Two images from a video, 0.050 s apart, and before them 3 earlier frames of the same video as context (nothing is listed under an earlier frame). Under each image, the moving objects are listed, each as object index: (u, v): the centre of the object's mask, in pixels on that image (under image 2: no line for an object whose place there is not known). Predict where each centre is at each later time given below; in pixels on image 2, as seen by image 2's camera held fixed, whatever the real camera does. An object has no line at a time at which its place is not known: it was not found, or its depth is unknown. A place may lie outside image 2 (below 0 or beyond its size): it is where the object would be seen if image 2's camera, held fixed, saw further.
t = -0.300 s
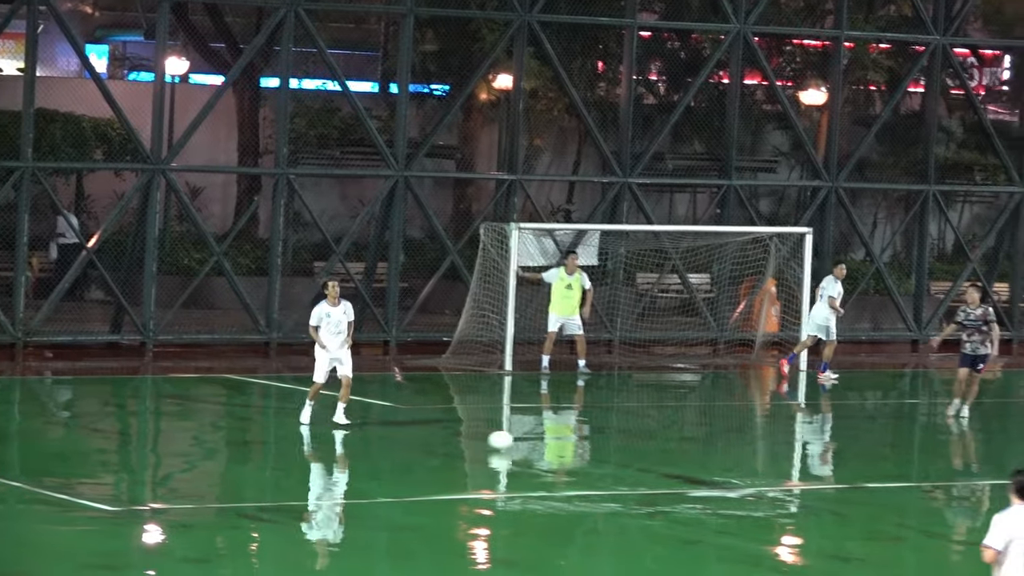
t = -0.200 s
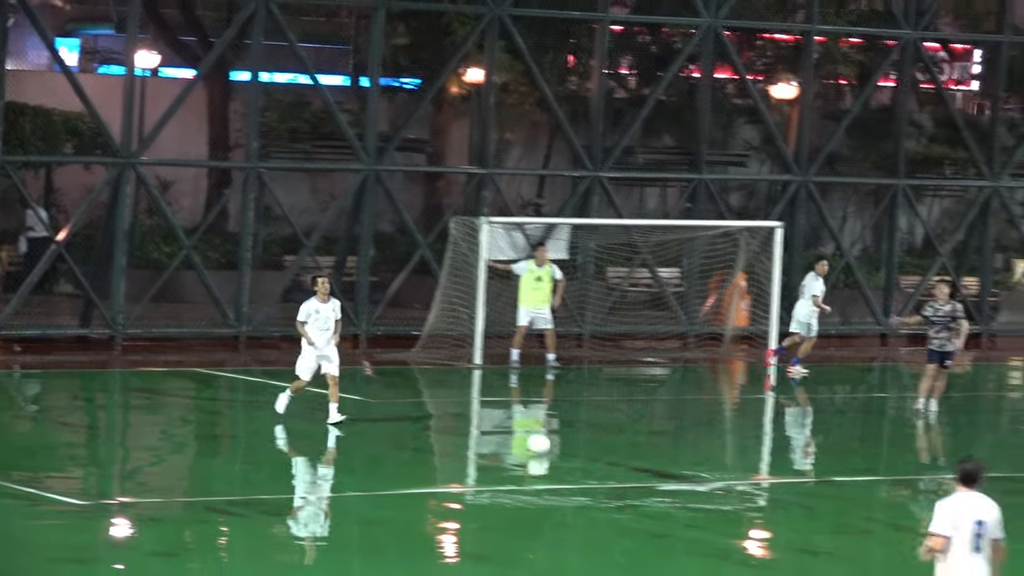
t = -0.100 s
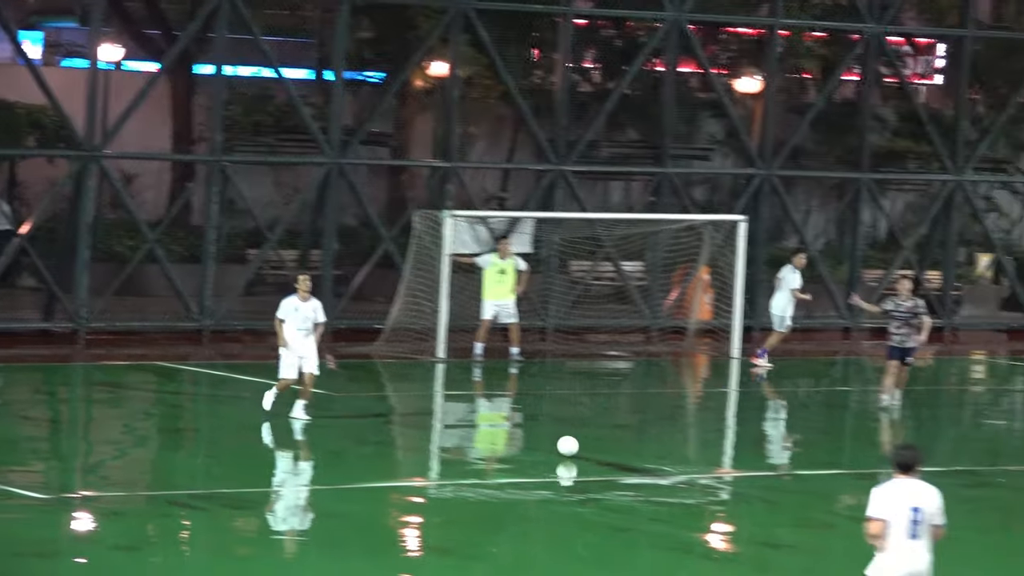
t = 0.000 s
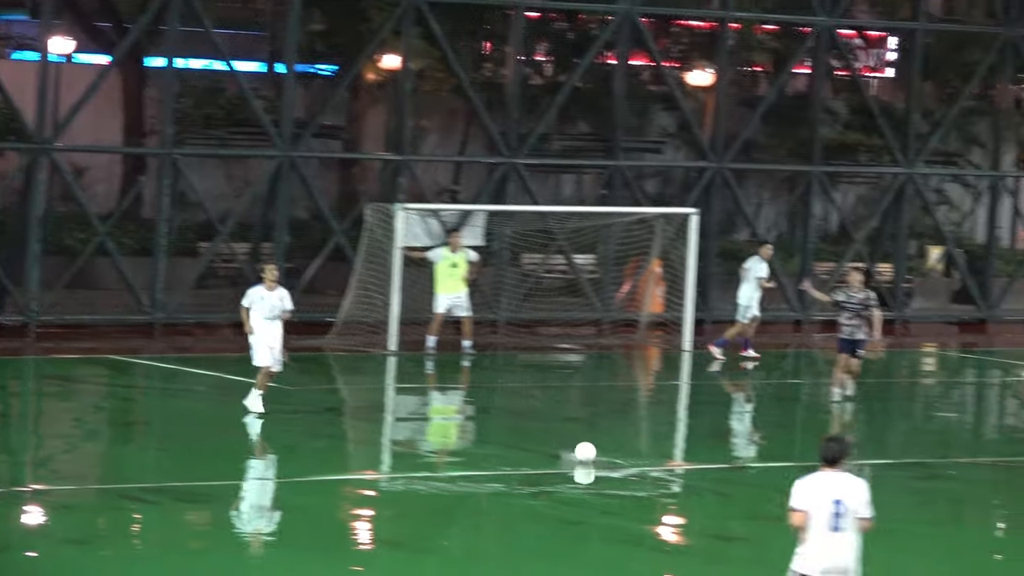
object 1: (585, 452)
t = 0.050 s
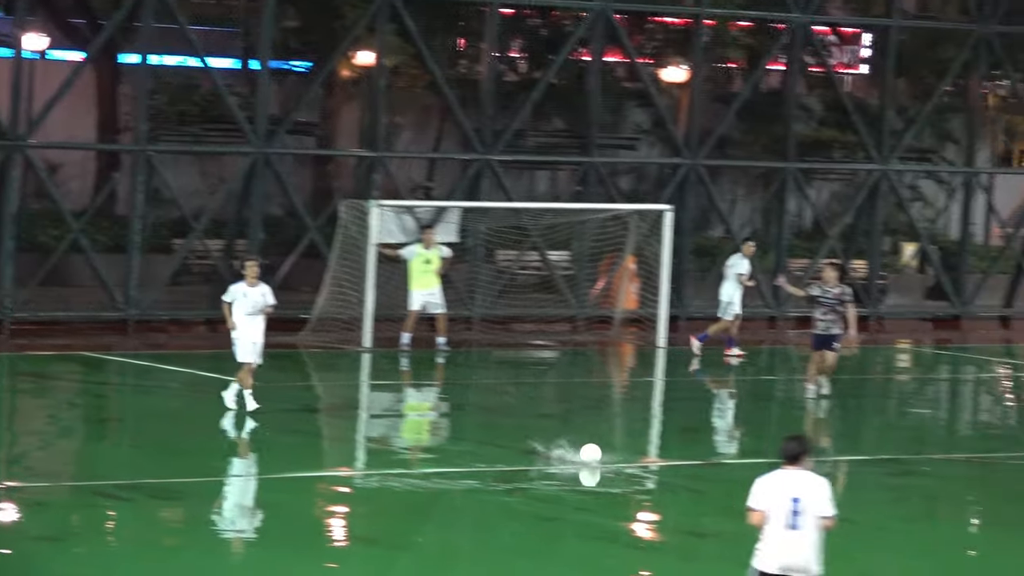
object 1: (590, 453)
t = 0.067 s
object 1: (601, 455)
